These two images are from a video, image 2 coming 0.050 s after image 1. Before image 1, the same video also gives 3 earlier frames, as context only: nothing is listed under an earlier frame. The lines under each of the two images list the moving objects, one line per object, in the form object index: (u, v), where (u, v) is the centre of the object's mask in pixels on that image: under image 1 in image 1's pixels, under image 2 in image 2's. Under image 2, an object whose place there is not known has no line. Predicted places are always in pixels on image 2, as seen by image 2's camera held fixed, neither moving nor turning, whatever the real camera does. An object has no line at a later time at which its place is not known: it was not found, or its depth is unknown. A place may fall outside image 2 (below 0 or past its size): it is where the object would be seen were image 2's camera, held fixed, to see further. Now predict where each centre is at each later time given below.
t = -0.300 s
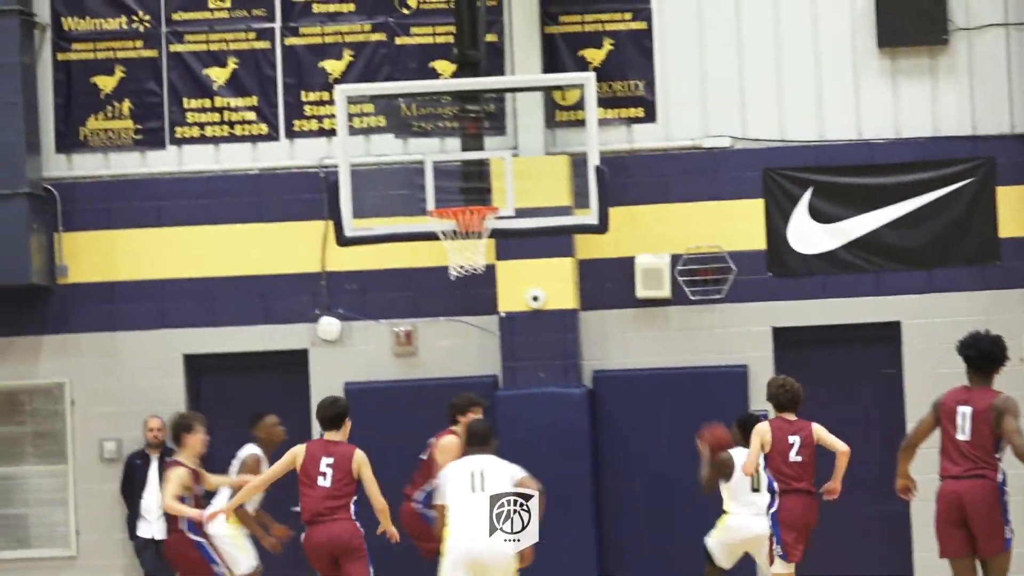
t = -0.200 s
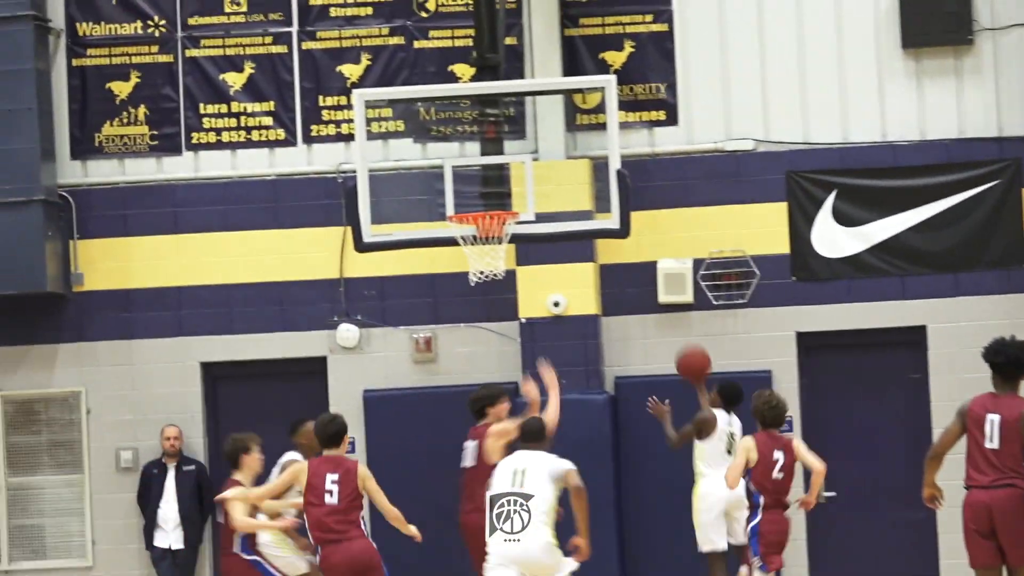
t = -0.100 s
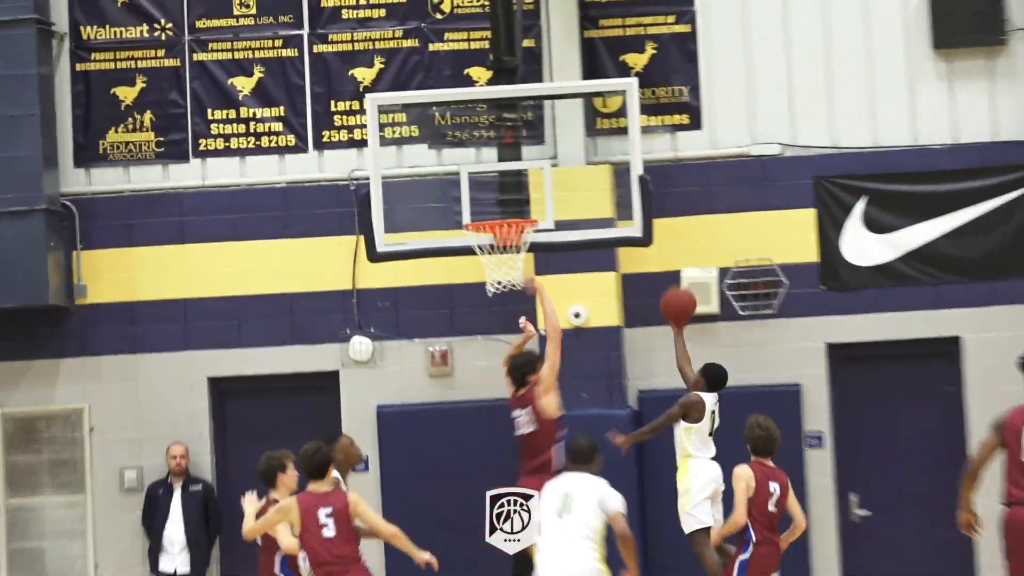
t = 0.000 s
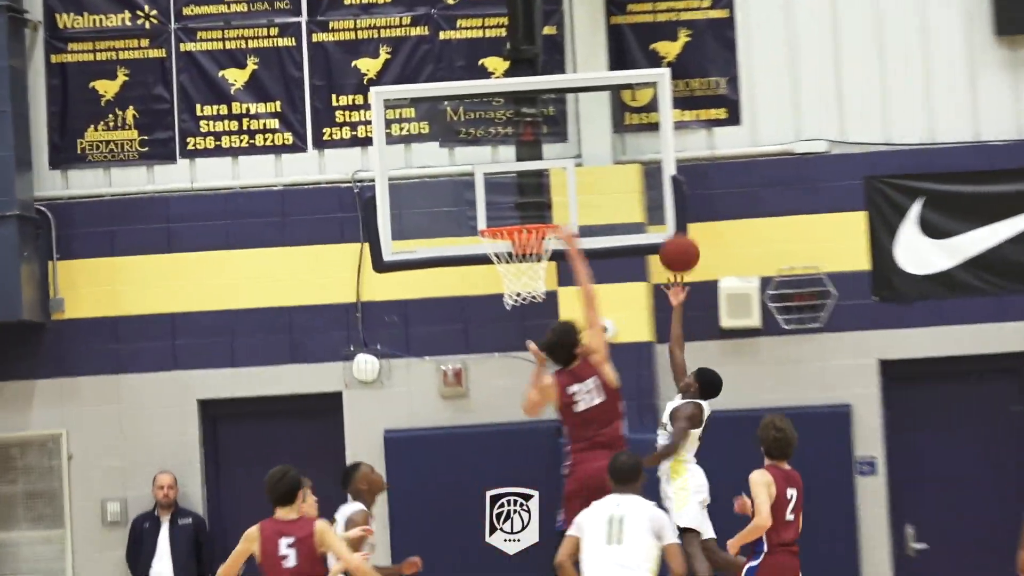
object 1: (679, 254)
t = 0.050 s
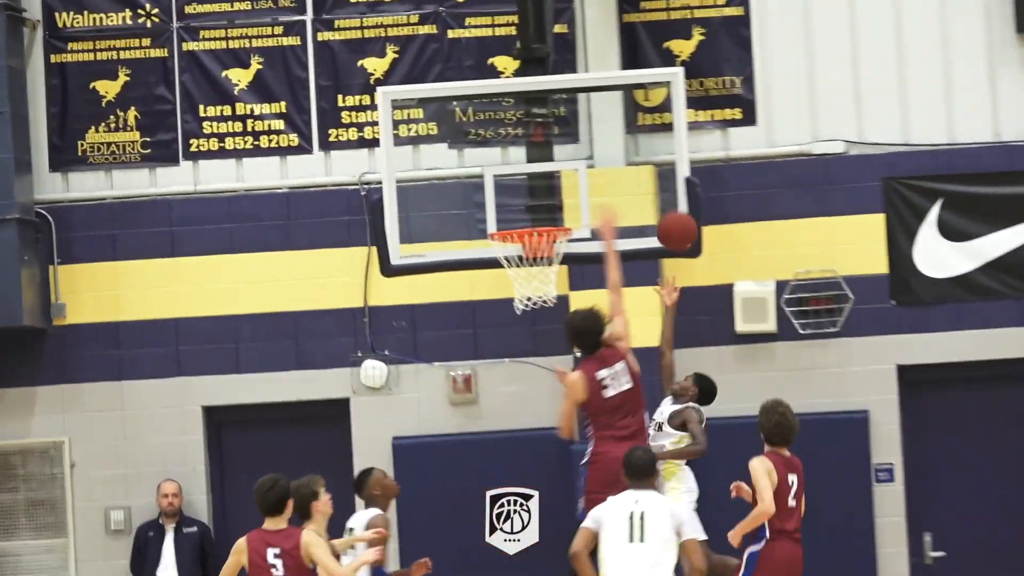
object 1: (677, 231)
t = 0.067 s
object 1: (671, 221)
